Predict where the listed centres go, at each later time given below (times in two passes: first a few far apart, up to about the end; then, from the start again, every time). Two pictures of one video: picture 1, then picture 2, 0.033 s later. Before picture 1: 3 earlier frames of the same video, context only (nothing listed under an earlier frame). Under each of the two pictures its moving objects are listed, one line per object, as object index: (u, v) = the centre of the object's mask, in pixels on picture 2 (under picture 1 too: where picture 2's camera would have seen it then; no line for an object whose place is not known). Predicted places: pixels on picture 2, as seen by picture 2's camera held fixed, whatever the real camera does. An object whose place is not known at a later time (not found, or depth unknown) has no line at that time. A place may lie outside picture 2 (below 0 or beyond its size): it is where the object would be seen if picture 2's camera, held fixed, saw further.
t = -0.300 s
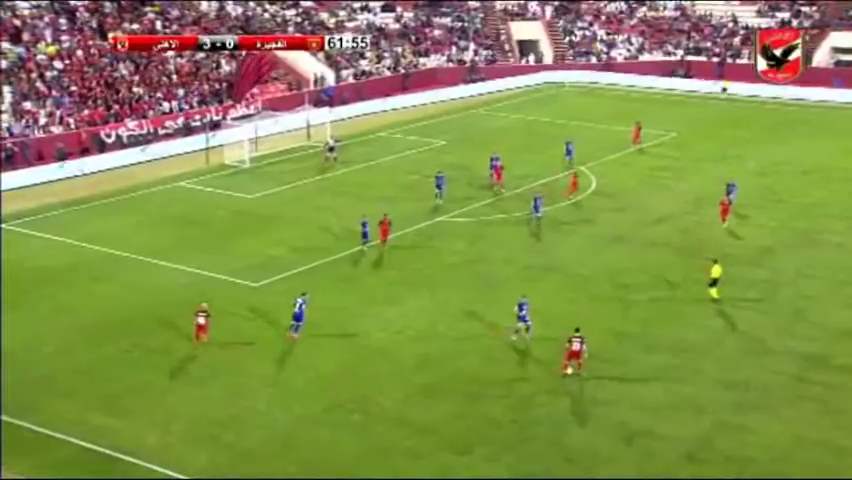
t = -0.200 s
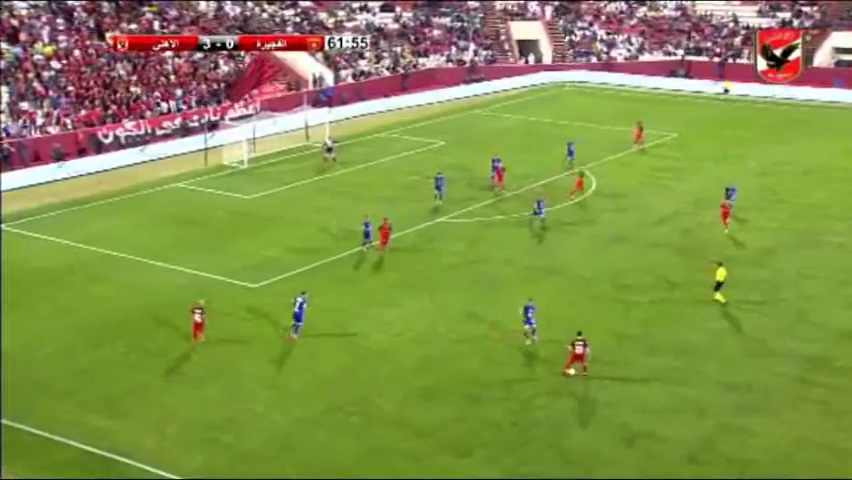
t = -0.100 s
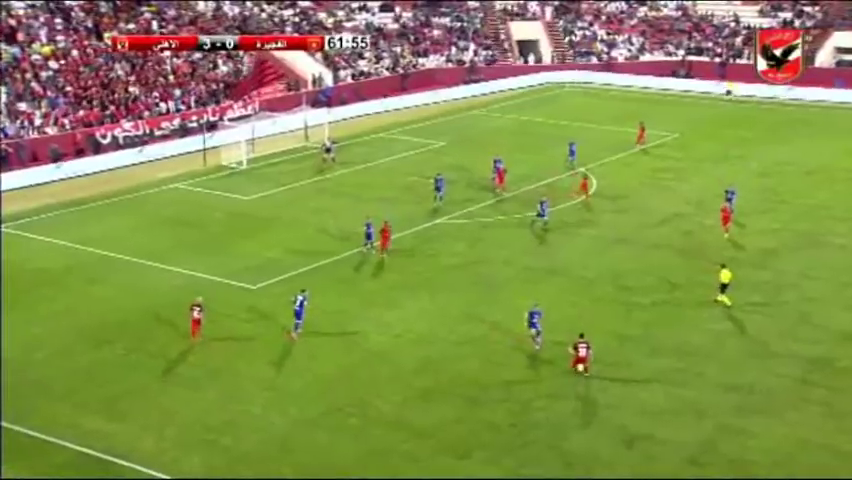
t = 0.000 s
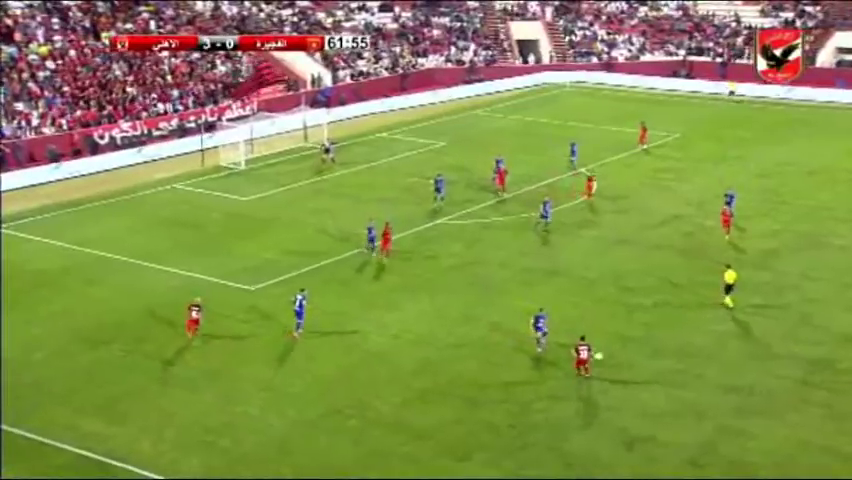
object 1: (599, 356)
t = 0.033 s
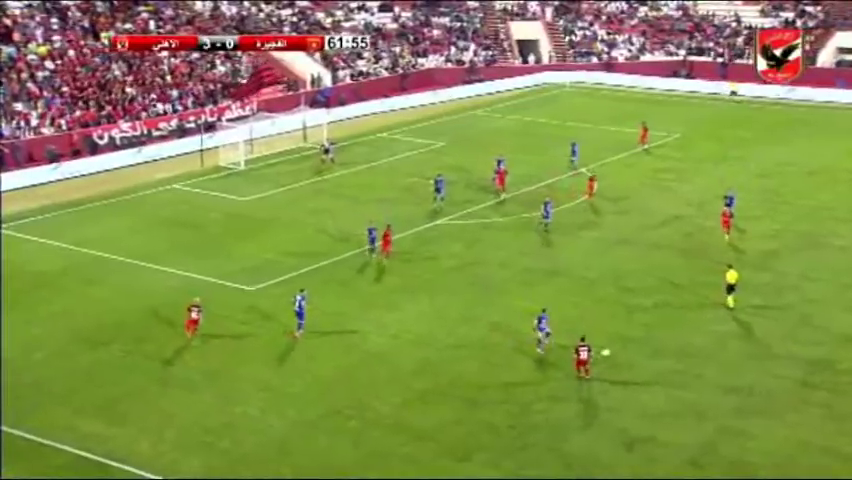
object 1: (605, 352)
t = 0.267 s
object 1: (641, 328)
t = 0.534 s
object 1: (669, 311)
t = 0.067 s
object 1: (613, 348)
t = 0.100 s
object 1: (615, 347)
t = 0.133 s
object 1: (618, 344)
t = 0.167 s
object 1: (625, 339)
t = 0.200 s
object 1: (630, 335)
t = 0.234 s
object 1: (635, 331)
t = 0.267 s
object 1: (641, 328)
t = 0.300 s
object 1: (643, 327)
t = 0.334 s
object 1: (646, 325)
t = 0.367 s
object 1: (651, 322)
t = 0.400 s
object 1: (656, 319)
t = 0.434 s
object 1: (661, 316)
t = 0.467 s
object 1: (665, 313)
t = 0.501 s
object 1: (667, 312)
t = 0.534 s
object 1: (669, 311)
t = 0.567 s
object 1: (673, 309)
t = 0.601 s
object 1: (677, 306)
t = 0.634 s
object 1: (681, 303)
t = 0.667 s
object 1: (685, 301)
